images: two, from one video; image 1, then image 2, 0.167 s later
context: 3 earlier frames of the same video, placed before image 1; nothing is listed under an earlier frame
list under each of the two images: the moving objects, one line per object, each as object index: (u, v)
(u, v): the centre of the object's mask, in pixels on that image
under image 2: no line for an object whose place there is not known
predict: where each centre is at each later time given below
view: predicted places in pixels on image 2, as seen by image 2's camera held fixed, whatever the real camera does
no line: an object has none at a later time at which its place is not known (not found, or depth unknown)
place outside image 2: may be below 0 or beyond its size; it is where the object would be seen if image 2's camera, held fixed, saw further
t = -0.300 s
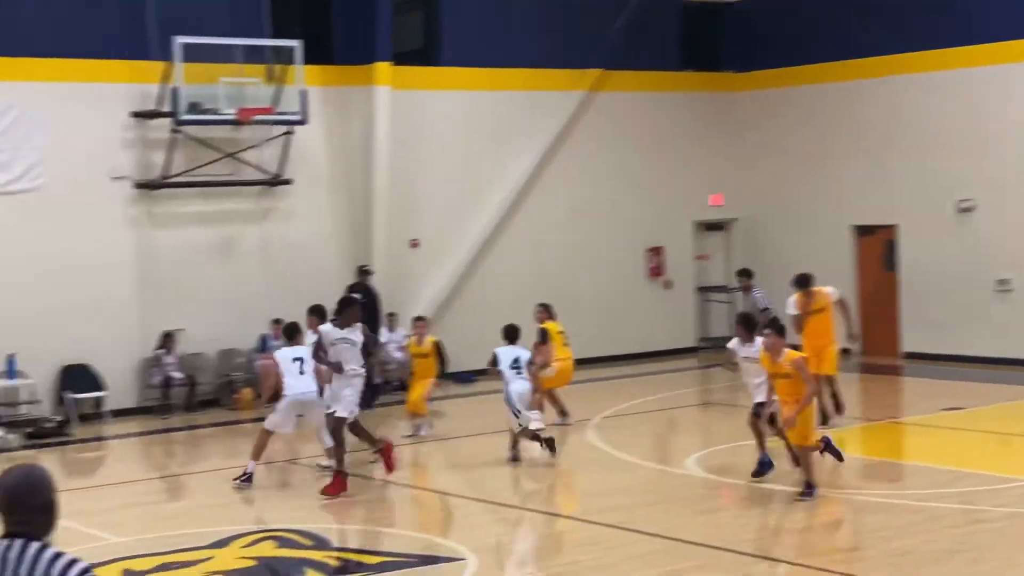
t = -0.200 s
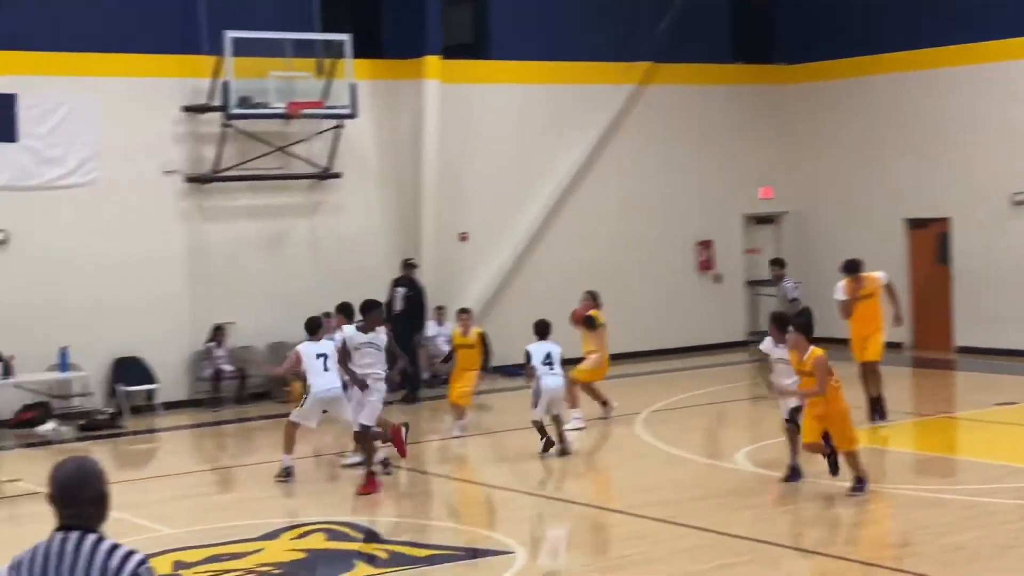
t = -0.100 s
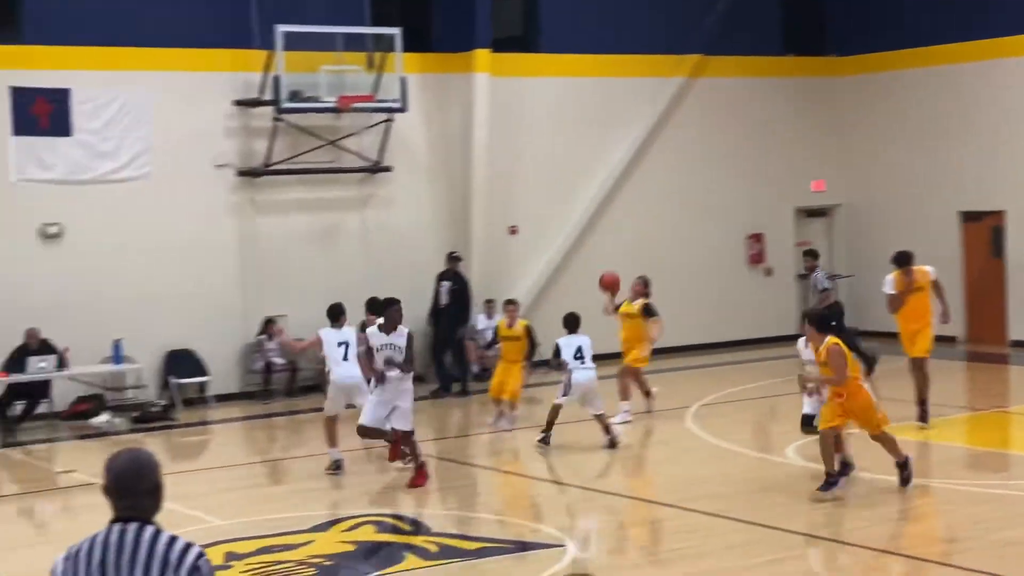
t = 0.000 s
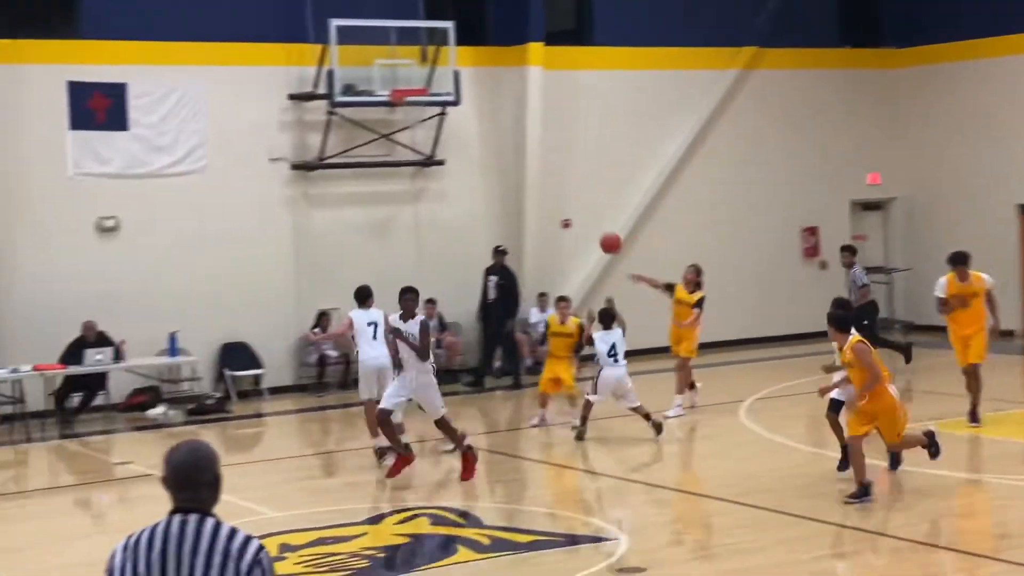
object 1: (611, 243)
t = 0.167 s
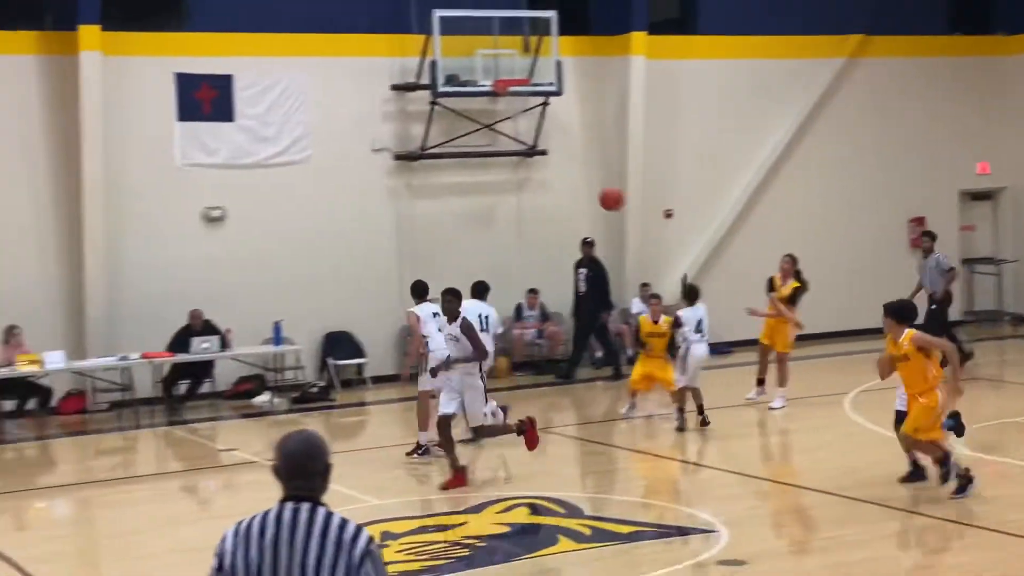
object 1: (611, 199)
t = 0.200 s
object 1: (589, 193)
